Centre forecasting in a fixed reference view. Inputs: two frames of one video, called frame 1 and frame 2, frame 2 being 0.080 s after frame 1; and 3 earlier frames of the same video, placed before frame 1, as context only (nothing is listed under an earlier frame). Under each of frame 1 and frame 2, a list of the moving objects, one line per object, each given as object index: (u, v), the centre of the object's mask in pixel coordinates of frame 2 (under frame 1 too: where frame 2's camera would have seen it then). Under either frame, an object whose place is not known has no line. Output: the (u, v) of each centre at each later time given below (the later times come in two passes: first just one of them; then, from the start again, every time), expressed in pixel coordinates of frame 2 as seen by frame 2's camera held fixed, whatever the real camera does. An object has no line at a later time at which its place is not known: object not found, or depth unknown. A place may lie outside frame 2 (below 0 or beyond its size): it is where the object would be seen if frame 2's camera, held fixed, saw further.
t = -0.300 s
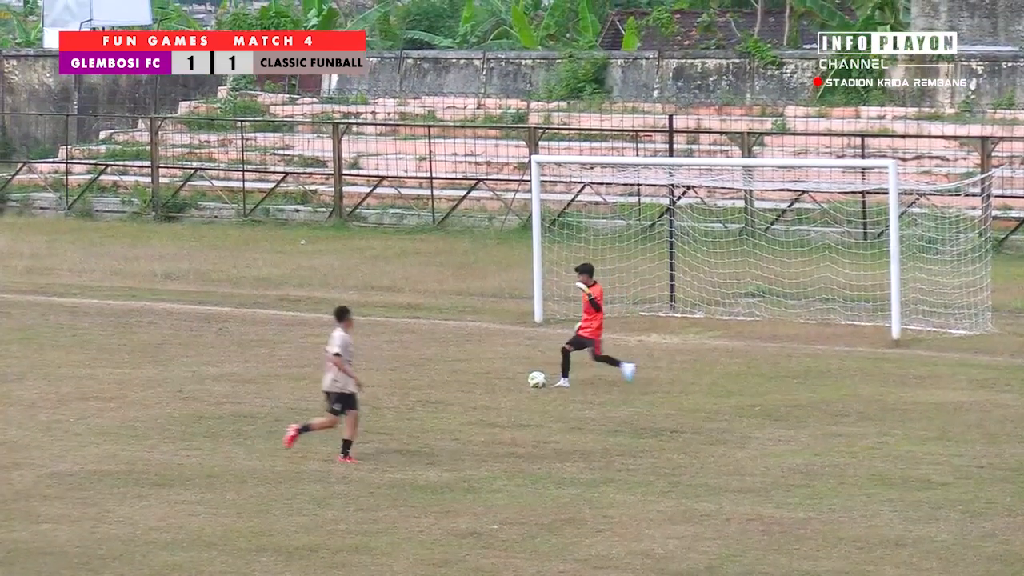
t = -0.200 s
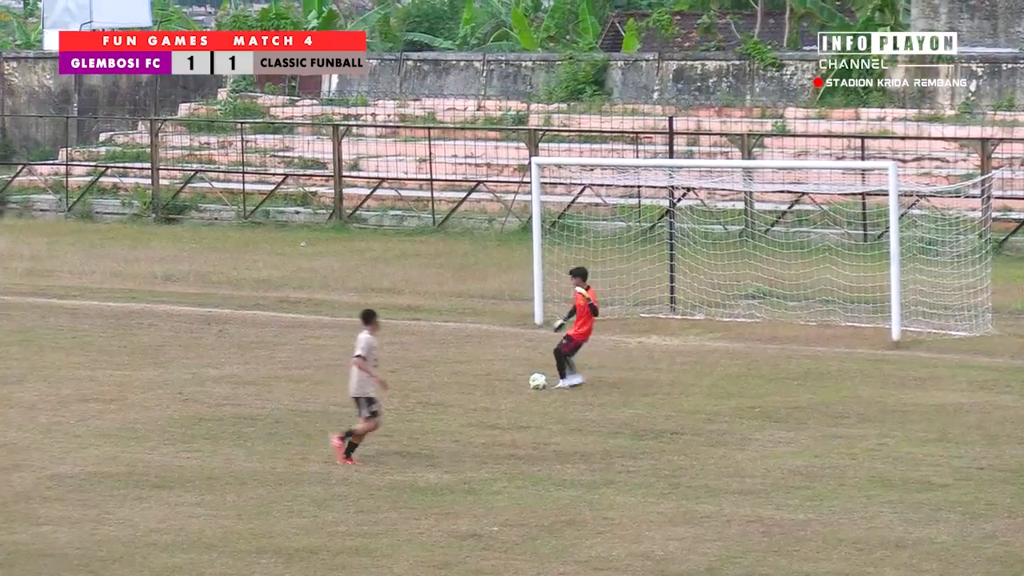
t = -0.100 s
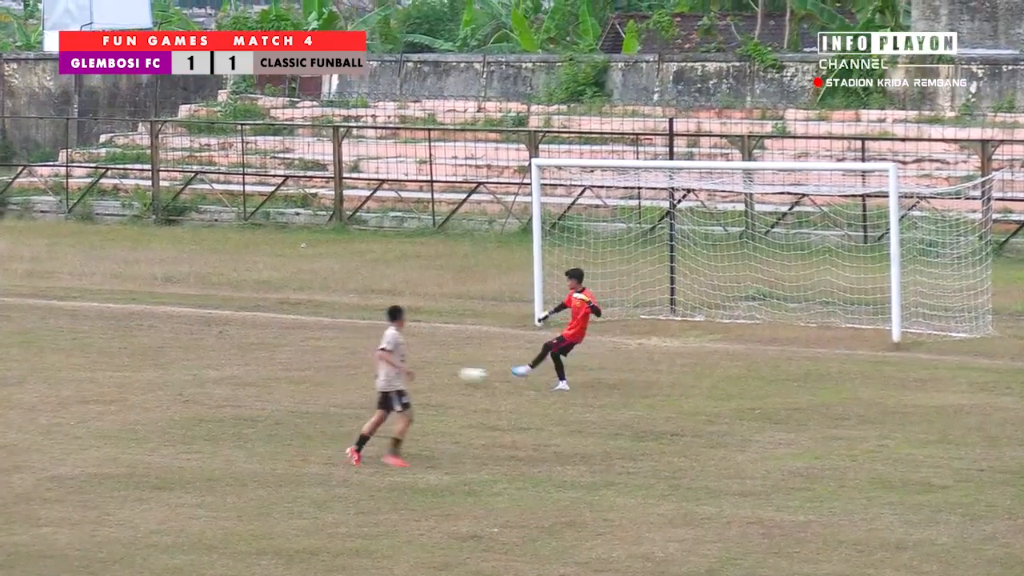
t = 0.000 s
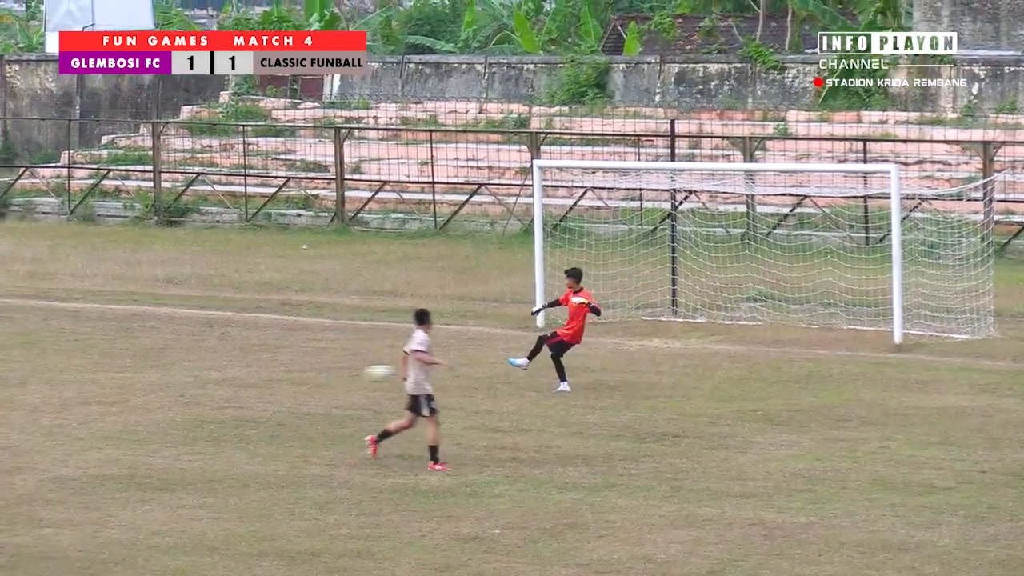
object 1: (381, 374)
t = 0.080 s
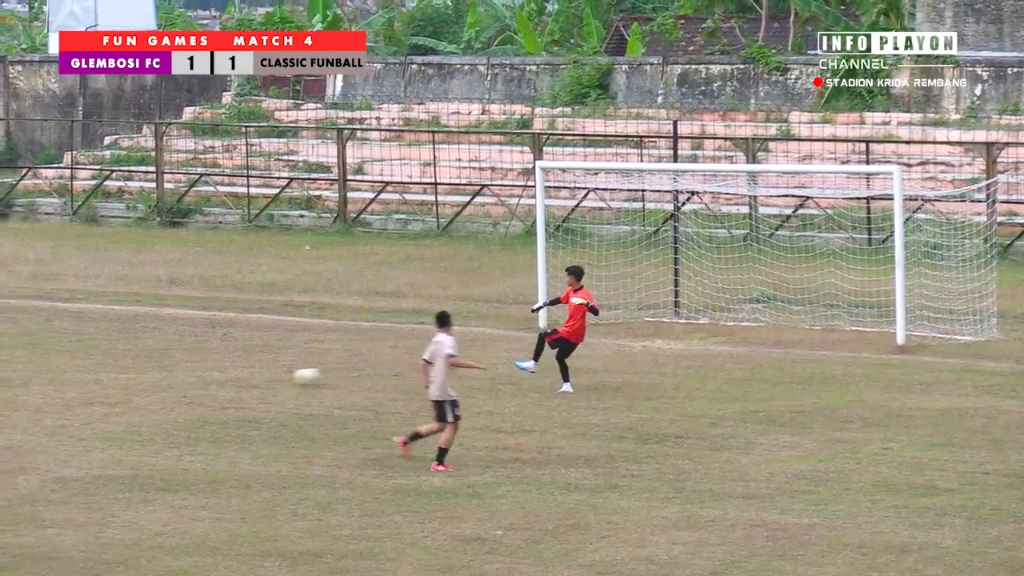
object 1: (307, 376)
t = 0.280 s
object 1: (148, 372)
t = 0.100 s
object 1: (289, 378)
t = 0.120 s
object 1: (269, 378)
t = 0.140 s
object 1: (253, 378)
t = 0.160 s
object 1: (238, 377)
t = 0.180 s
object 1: (223, 375)
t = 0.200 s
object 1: (207, 374)
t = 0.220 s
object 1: (192, 373)
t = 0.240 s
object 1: (177, 372)
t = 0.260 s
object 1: (162, 372)
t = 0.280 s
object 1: (148, 372)
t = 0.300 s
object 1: (133, 372)
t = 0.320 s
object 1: (118, 372)
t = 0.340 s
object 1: (103, 373)
